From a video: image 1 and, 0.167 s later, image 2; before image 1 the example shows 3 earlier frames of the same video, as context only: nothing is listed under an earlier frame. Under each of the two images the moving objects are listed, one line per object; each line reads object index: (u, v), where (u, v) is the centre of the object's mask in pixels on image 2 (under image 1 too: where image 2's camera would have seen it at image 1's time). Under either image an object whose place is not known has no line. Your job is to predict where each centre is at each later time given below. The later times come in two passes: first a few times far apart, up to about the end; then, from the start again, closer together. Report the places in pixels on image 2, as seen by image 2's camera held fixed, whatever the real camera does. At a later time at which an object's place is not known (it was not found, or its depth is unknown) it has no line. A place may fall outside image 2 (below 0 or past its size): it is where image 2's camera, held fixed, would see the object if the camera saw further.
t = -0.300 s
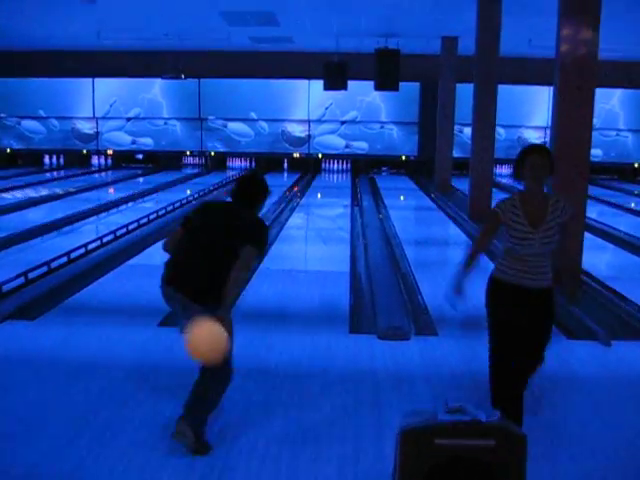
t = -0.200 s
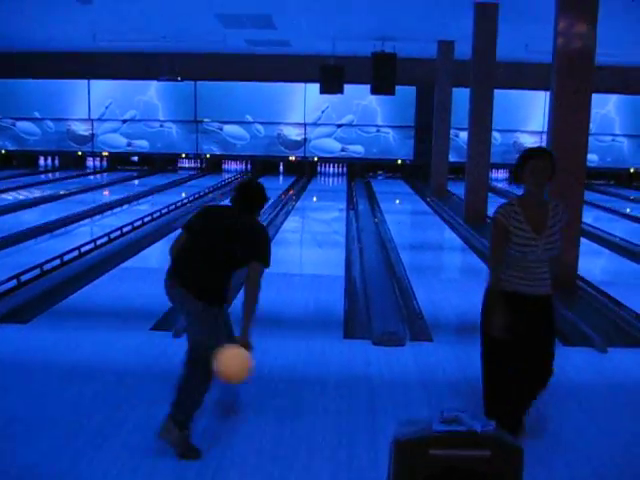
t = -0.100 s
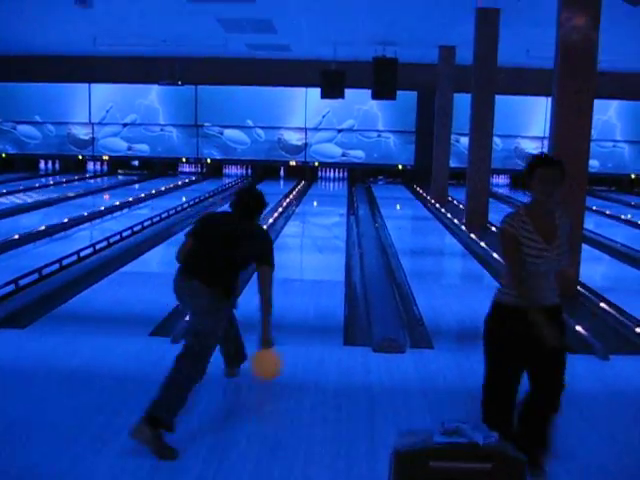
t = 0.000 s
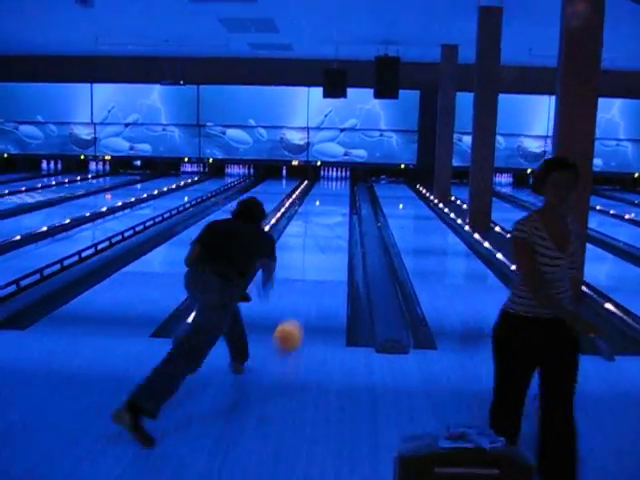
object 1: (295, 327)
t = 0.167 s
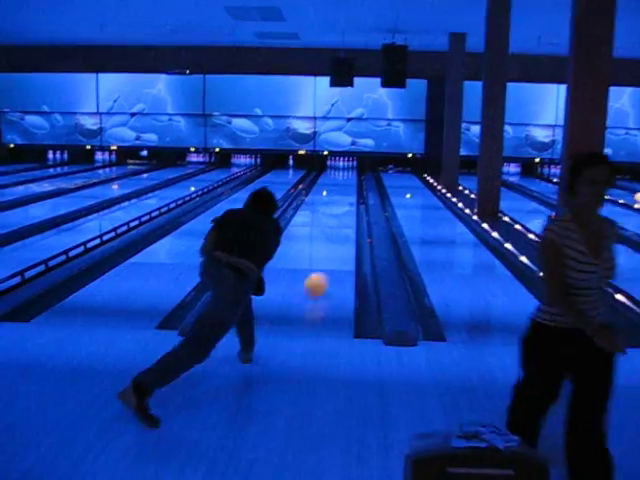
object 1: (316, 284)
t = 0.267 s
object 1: (324, 267)
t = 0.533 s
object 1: (340, 233)
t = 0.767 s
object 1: (350, 214)
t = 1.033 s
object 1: (357, 200)
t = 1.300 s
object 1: (361, 190)
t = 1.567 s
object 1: (360, 183)
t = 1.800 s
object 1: (361, 177)
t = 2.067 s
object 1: (360, 172)
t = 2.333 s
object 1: (361, 167)
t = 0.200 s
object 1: (319, 277)
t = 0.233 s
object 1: (322, 272)
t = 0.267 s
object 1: (324, 267)
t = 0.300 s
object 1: (327, 261)
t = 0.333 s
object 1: (329, 256)
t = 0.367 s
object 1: (331, 252)
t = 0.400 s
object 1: (334, 247)
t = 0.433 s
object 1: (335, 244)
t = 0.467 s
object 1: (337, 240)
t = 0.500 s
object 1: (339, 236)
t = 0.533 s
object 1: (340, 233)
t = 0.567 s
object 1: (342, 231)
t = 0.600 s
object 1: (343, 227)
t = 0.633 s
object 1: (345, 225)
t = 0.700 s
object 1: (347, 222)
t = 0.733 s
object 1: (349, 217)
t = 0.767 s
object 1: (350, 214)
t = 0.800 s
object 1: (351, 212)
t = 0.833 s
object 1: (352, 210)
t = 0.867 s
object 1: (353, 208)
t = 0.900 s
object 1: (354, 206)
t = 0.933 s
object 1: (355, 204)
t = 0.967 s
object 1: (355, 203)
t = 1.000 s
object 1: (356, 201)
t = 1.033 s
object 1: (357, 200)
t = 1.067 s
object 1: (358, 198)
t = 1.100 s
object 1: (359, 197)
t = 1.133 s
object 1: (360, 196)
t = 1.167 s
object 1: (361, 196)
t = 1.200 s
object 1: (362, 195)
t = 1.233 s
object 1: (362, 194)
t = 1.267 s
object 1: (362, 192)
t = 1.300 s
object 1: (361, 190)
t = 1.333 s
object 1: (361, 190)
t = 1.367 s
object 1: (361, 188)
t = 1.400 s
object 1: (361, 187)
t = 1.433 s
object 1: (361, 186)
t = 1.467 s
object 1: (361, 186)
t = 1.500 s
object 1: (361, 184)
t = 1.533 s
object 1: (361, 184)
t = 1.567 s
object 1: (360, 183)
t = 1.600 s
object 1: (360, 182)
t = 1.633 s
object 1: (360, 181)
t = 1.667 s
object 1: (360, 180)
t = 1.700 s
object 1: (360, 179)
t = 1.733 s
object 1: (361, 178)
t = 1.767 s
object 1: (360, 177)
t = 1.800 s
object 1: (361, 177)
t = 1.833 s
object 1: (361, 176)
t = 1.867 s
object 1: (360, 176)
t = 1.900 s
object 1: (360, 175)
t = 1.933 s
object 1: (360, 174)
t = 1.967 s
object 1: (359, 173)
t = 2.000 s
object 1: (361, 173)
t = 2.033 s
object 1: (361, 173)
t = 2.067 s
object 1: (360, 172)
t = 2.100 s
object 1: (361, 171)
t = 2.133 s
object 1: (361, 171)
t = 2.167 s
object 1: (361, 170)
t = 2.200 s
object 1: (361, 170)
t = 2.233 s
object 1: (360, 169)
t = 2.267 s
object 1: (361, 169)
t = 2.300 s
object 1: (360, 168)
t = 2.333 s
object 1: (361, 167)
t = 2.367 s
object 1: (360, 167)
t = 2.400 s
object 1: (360, 167)
